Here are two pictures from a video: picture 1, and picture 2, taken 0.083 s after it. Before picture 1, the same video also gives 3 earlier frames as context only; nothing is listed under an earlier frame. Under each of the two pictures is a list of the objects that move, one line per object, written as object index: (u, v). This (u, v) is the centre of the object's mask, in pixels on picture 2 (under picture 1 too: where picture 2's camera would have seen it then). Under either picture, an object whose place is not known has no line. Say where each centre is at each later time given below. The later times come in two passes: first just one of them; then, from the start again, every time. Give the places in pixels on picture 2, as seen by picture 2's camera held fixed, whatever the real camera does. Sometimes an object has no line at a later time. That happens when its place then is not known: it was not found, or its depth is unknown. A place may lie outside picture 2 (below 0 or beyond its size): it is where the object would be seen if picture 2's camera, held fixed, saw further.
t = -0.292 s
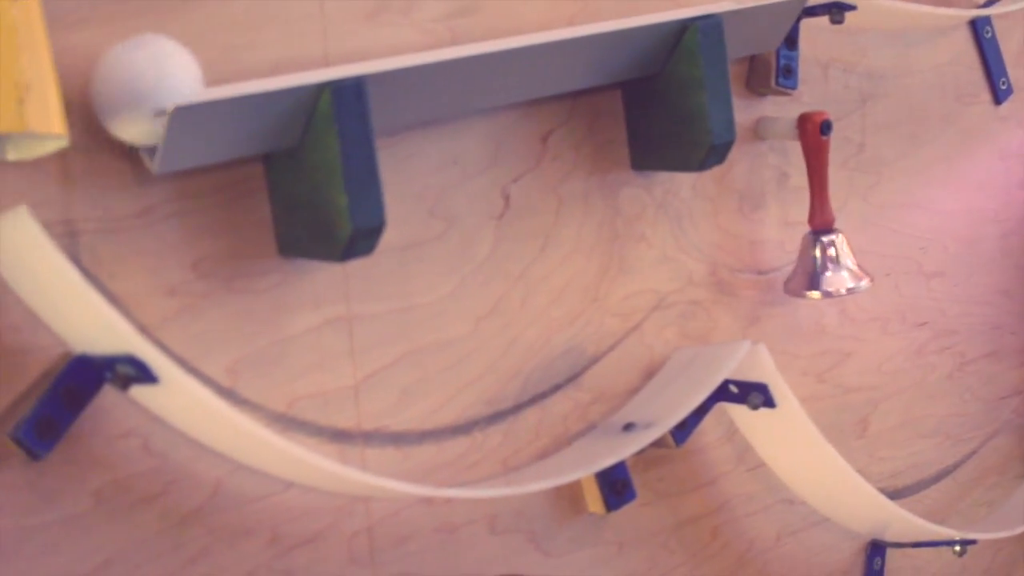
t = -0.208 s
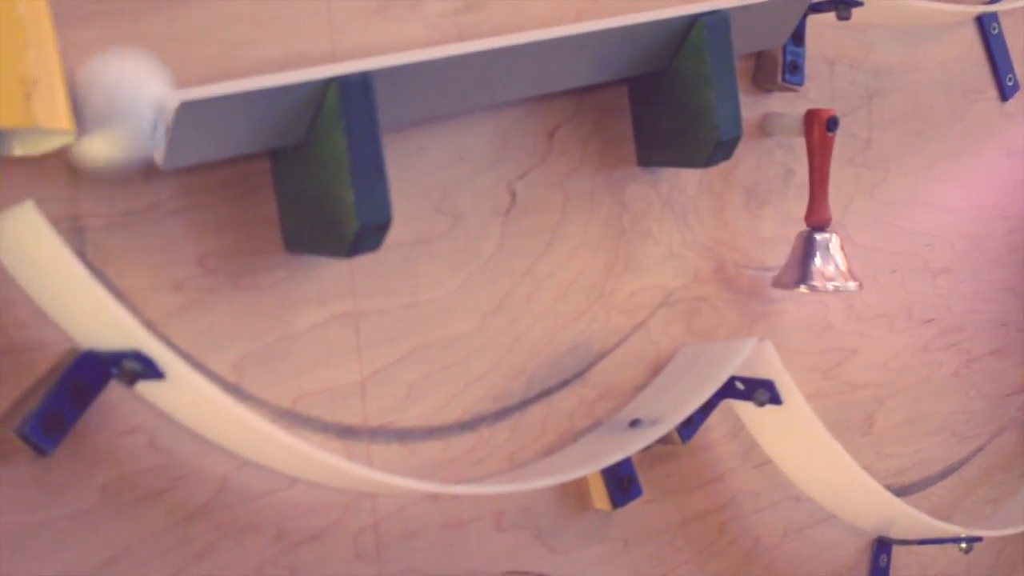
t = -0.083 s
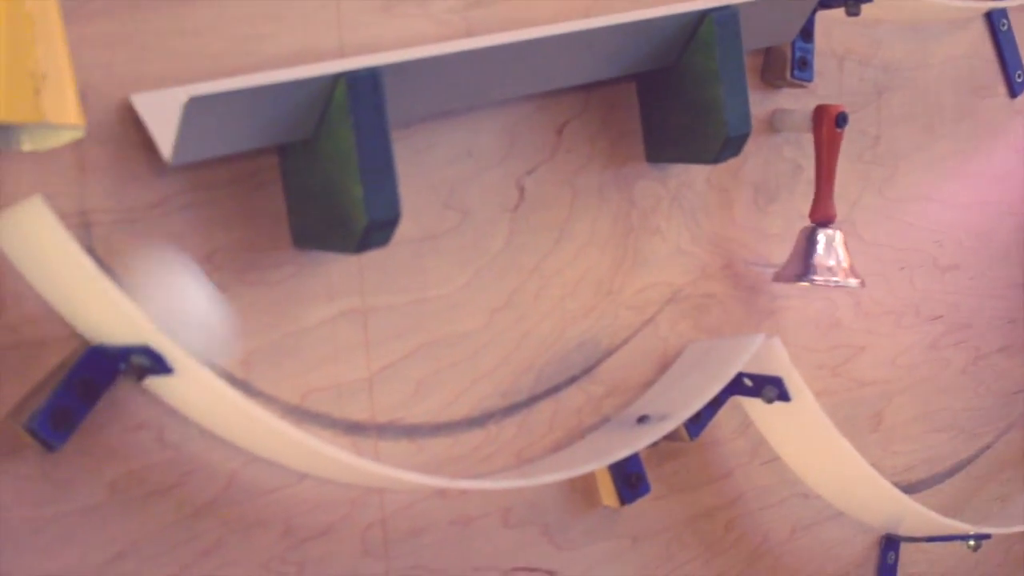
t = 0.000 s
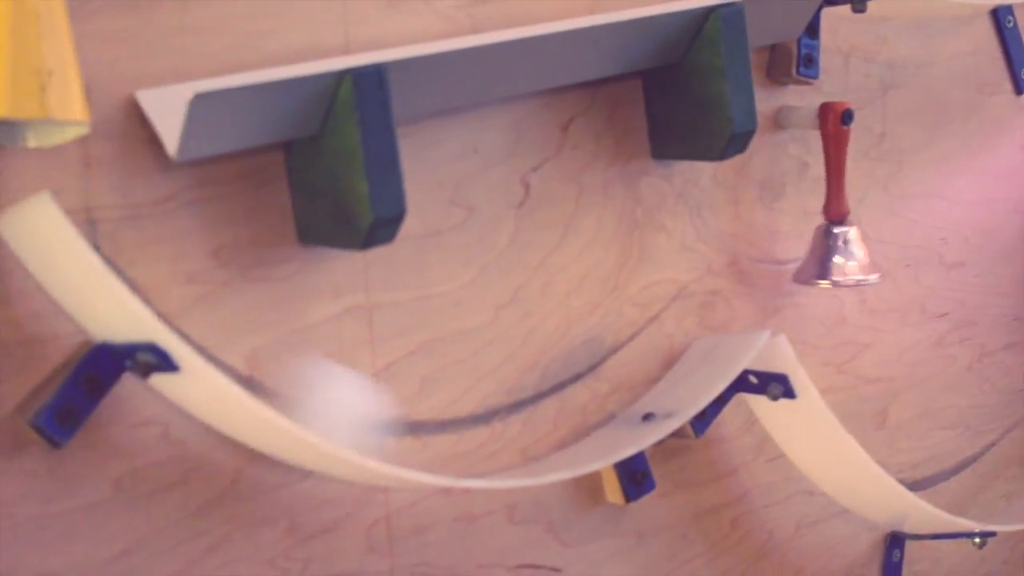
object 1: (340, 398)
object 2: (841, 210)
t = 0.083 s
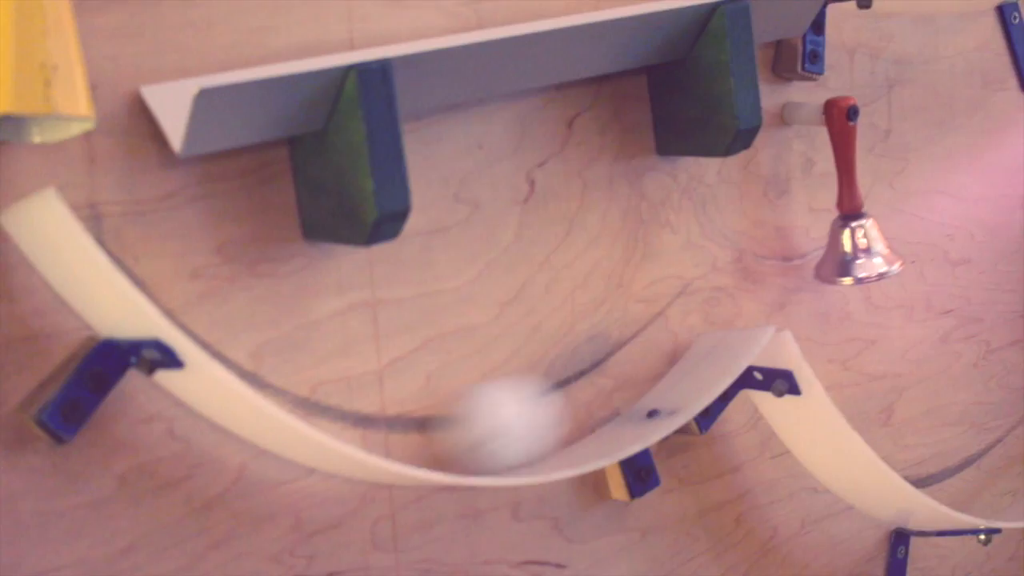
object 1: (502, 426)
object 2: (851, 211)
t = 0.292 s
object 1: (758, 275)
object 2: (843, 209)
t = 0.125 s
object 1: (573, 399)
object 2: (854, 210)
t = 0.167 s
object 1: (633, 365)
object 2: (854, 210)
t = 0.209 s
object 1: (684, 325)
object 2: (852, 210)
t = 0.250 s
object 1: (721, 292)
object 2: (848, 210)
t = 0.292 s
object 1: (758, 275)
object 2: (843, 209)
